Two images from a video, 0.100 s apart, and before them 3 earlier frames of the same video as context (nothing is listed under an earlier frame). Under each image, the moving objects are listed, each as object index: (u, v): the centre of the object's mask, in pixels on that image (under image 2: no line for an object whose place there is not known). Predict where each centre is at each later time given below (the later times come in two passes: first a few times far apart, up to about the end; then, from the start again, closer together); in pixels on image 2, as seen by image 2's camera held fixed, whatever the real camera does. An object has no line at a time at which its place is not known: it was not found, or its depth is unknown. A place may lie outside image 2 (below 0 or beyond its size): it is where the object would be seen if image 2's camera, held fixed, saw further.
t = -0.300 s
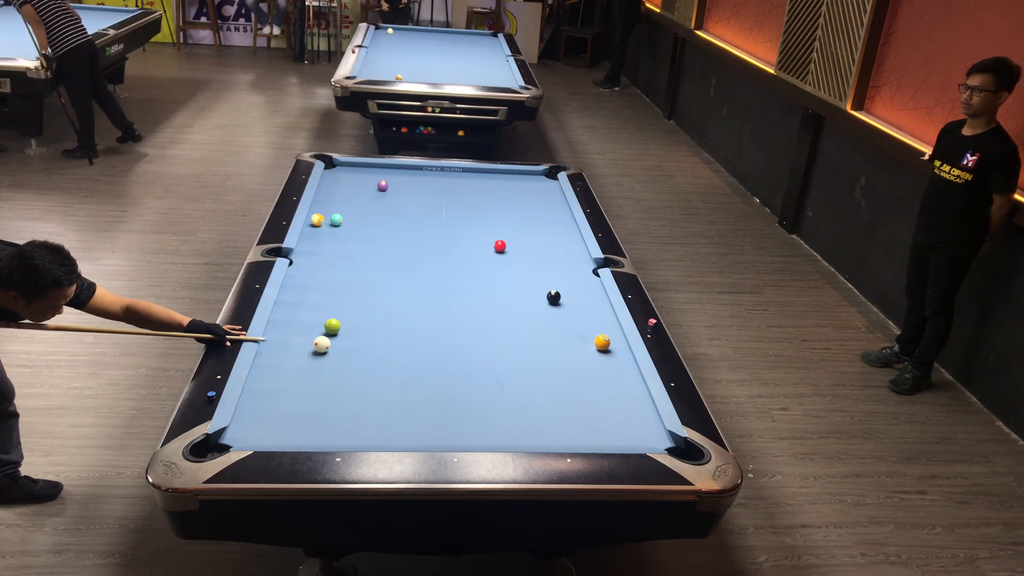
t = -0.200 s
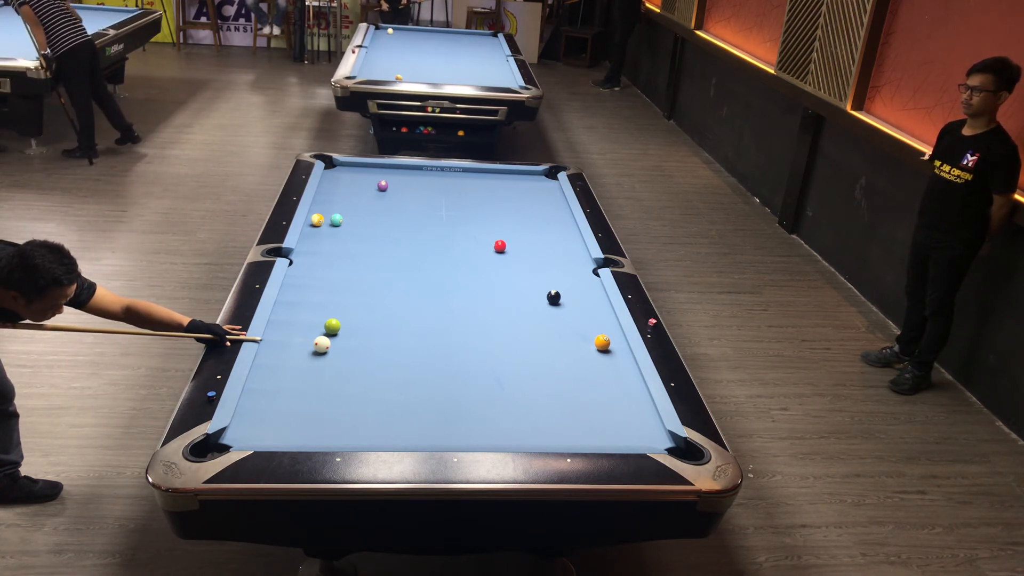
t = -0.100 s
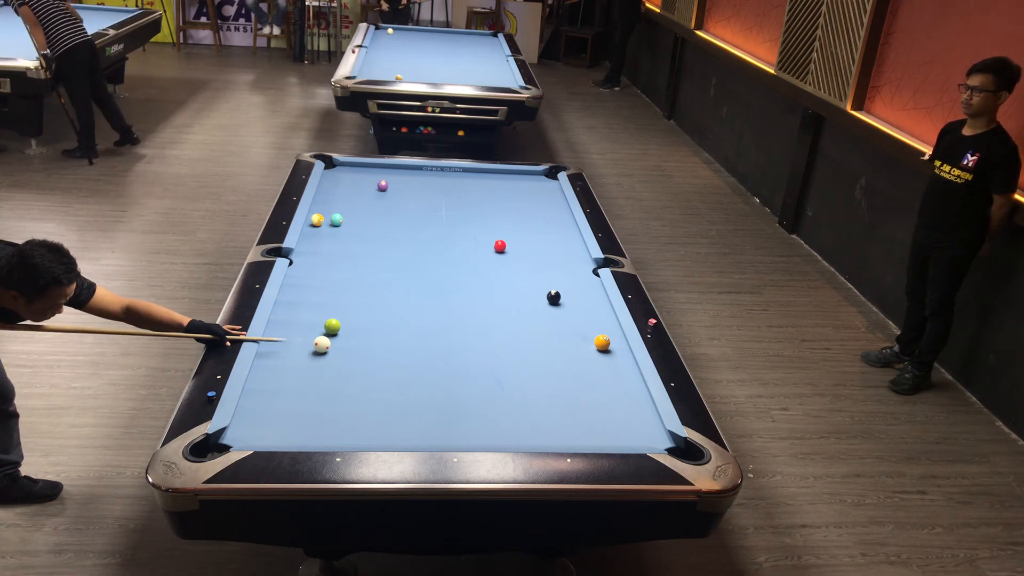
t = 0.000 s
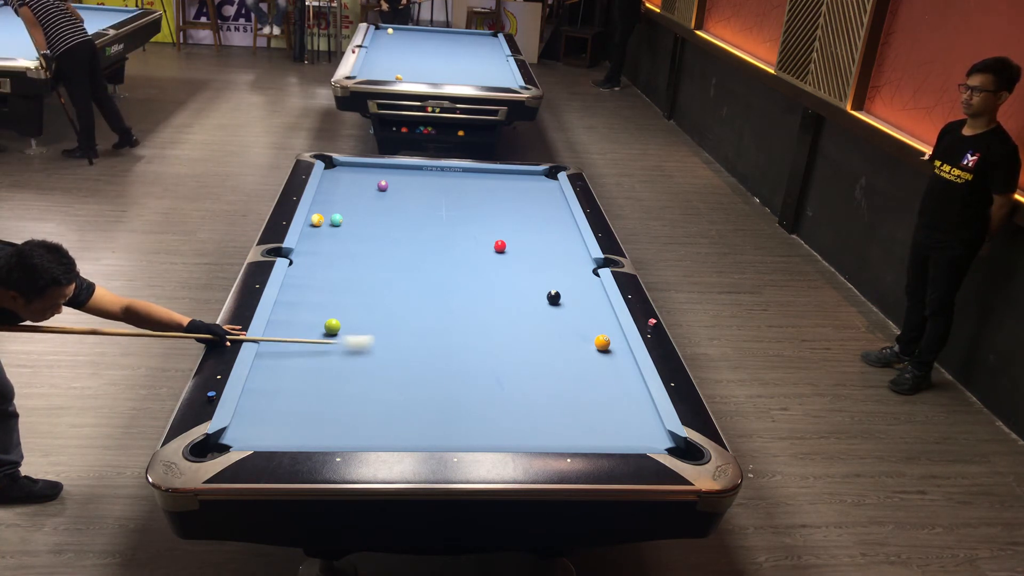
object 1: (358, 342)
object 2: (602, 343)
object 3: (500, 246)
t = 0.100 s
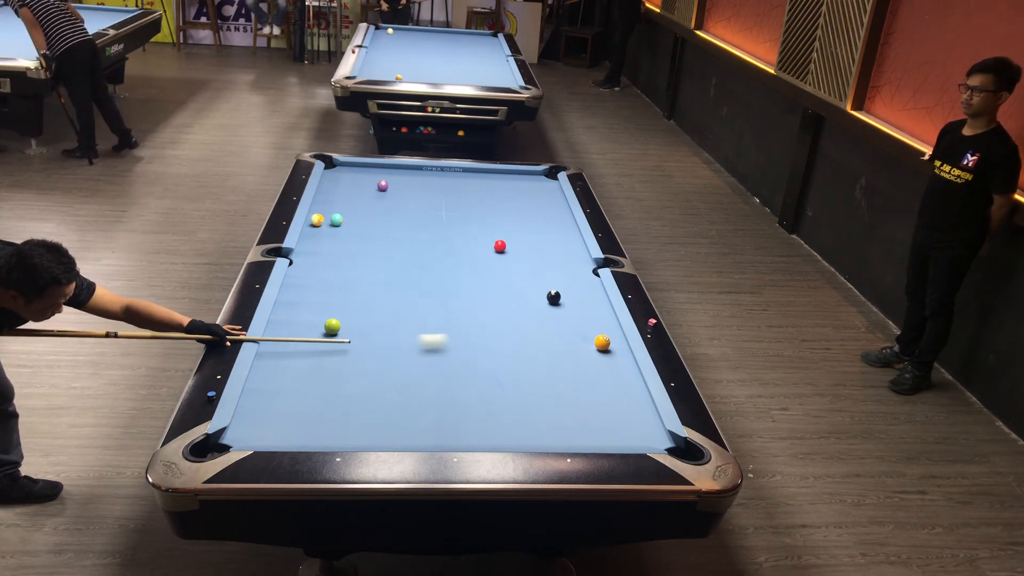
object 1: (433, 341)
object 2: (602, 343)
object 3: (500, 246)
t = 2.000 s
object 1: (430, 236)
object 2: (298, 411)
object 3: (510, 232)
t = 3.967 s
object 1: (320, 200)
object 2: (359, 435)
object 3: (532, 205)
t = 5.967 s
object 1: (333, 194)
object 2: (389, 437)
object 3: (535, 200)
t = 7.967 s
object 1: (333, 195)
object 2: (389, 437)
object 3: (535, 200)
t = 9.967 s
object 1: (333, 195)
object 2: (389, 437)
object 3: (535, 200)
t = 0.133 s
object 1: (456, 341)
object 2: (602, 343)
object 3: (500, 246)
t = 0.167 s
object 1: (478, 340)
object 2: (602, 343)
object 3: (500, 246)
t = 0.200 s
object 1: (499, 340)
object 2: (602, 343)
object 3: (500, 246)
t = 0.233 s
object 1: (519, 339)
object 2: (602, 343)
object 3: (500, 246)
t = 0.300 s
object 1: (560, 338)
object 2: (602, 343)
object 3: (500, 246)
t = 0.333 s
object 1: (579, 338)
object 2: (602, 343)
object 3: (500, 246)
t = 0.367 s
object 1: (590, 336)
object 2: (610, 344)
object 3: (500, 246)
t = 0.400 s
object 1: (594, 331)
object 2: (621, 349)
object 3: (500, 246)
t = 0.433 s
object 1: (598, 327)
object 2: (614, 350)
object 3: (500, 246)
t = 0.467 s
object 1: (604, 323)
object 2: (607, 351)
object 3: (500, 246)
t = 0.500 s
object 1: (610, 320)
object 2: (600, 352)
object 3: (500, 246)
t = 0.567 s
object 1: (599, 313)
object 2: (588, 355)
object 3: (500, 246)
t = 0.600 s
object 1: (594, 310)
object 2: (581, 356)
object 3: (500, 246)
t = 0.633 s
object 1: (589, 307)
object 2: (575, 357)
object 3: (500, 246)
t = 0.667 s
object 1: (584, 305)
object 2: (568, 358)
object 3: (500, 246)
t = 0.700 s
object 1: (580, 302)
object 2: (562, 359)
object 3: (500, 246)
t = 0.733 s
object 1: (575, 299)
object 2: (556, 361)
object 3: (500, 246)
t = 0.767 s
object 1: (571, 296)
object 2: (550, 362)
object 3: (500, 246)
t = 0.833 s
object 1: (563, 290)
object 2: (537, 364)
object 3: (500, 246)
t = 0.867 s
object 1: (559, 287)
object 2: (530, 365)
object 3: (500, 246)
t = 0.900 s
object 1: (554, 284)
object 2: (524, 367)
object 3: (500, 246)
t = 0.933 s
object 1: (550, 283)
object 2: (517, 368)
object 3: (500, 246)
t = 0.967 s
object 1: (546, 281)
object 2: (511, 369)
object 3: (500, 246)
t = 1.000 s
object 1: (542, 278)
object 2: (504, 370)
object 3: (500, 246)
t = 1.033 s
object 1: (538, 276)
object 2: (498, 371)
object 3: (500, 246)
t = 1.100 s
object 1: (530, 271)
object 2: (485, 374)
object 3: (500, 246)
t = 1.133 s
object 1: (526, 269)
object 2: (479, 375)
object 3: (500, 246)
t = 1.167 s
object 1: (522, 267)
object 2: (472, 377)
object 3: (500, 246)
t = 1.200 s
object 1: (519, 264)
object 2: (465, 378)
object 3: (500, 246)
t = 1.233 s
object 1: (515, 262)
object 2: (459, 379)
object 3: (500, 246)
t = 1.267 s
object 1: (512, 260)
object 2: (452, 380)
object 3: (500, 246)
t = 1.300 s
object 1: (508, 258)
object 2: (445, 382)
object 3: (500, 246)
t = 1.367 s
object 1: (501, 254)
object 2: (431, 384)
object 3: (500, 244)
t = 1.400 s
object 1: (498, 252)
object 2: (425, 386)
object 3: (501, 243)
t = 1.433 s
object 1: (494, 251)
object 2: (418, 387)
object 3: (502, 244)
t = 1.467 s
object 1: (490, 250)
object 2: (411, 388)
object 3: (502, 244)
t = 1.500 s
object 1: (486, 249)
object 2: (404, 390)
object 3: (502, 243)
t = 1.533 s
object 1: (482, 248)
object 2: (397, 391)
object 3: (502, 243)
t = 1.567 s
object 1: (478, 247)
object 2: (390, 393)
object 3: (503, 242)
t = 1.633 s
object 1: (470, 245)
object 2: (376, 395)
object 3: (504, 240)
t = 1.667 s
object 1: (467, 245)
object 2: (369, 397)
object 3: (504, 239)
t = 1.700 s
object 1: (463, 244)
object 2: (362, 398)
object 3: (505, 238)
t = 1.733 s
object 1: (459, 243)
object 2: (355, 399)
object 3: (506, 238)
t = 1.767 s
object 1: (456, 242)
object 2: (348, 401)
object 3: (506, 237)
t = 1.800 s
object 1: (452, 241)
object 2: (341, 402)
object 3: (507, 236)
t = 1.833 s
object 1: (448, 240)
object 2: (334, 403)
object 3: (507, 235)
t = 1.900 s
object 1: (441, 239)
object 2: (319, 406)
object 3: (509, 234)
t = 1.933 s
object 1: (437, 238)
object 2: (312, 408)
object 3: (509, 233)
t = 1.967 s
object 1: (434, 237)
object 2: (305, 409)
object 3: (510, 232)
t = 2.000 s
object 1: (430, 236)
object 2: (298, 411)
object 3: (510, 232)
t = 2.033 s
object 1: (427, 236)
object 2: (290, 412)
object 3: (511, 231)
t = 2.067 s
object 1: (423, 235)
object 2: (283, 413)
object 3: (511, 230)
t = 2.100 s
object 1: (420, 234)
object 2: (276, 414)
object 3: (512, 230)
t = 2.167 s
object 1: (413, 233)
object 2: (261, 417)
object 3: (513, 228)
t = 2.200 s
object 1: (410, 232)
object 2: (254, 419)
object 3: (513, 228)
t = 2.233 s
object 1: (406, 231)
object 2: (246, 420)
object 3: (514, 227)
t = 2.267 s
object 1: (403, 231)
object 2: (241, 422)
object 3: (514, 227)
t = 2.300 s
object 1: (400, 230)
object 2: (245, 422)
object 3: (515, 226)
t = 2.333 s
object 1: (397, 229)
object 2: (248, 423)
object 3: (515, 225)
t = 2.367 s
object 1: (393, 228)
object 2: (251, 423)
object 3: (516, 225)
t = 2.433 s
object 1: (387, 227)
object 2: (257, 423)
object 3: (517, 223)
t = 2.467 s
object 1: (384, 226)
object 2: (260, 424)
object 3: (517, 223)
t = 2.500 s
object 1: (380, 225)
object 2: (263, 424)
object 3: (517, 222)
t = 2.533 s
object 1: (377, 225)
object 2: (266, 424)
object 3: (518, 222)
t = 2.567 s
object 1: (374, 224)
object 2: (269, 425)
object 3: (518, 221)
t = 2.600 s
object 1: (371, 223)
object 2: (271, 425)
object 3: (519, 221)
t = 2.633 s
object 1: (368, 223)
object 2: (274, 426)
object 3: (519, 220)
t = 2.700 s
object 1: (362, 222)
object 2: (280, 426)
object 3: (520, 219)
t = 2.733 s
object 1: (359, 221)
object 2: (282, 426)
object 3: (520, 219)
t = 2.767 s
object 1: (356, 220)
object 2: (285, 427)
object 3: (521, 218)
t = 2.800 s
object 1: (353, 220)
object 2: (288, 427)
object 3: (521, 218)
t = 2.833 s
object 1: (350, 219)
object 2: (290, 427)
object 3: (522, 217)
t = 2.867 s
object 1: (348, 218)
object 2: (293, 428)
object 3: (522, 217)
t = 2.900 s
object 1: (347, 218)
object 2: (295, 428)
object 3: (522, 216)
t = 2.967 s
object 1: (344, 216)
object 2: (300, 428)
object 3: (523, 215)
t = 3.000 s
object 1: (343, 216)
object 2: (303, 429)
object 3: (523, 215)
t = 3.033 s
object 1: (342, 215)
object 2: (305, 429)
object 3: (523, 215)
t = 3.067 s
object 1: (341, 214)
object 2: (307, 429)
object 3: (524, 214)
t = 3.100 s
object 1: (340, 213)
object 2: (310, 430)
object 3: (524, 214)
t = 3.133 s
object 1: (339, 213)
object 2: (312, 430)
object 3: (525, 213)
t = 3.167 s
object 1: (338, 212)
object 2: (314, 430)
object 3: (525, 213)
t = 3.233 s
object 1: (335, 211)
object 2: (319, 431)
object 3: (526, 212)
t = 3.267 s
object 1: (334, 210)
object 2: (321, 431)
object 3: (526, 212)
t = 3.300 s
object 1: (333, 209)
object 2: (323, 431)
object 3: (526, 211)
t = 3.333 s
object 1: (332, 209)
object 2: (325, 431)
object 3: (526, 211)
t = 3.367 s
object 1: (331, 208)
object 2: (327, 431)
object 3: (527, 211)
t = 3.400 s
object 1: (330, 208)
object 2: (329, 432)
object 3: (527, 211)
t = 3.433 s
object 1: (329, 207)
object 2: (331, 432)
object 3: (527, 210)
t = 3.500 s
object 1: (327, 206)
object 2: (335, 433)
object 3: (528, 209)
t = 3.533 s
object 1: (326, 206)
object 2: (337, 433)
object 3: (528, 209)
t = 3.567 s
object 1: (325, 205)
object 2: (339, 433)
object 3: (528, 209)
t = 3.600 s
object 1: (324, 204)
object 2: (341, 433)
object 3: (529, 208)
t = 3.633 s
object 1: (323, 204)
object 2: (343, 433)
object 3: (529, 208)
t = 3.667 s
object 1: (322, 203)
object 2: (344, 433)
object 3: (529, 208)
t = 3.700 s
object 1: (321, 203)
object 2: (346, 434)
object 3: (530, 207)
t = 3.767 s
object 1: (320, 202)
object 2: (350, 434)
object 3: (530, 207)
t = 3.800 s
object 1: (319, 201)
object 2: (351, 434)
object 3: (530, 207)
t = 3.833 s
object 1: (318, 201)
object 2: (353, 434)
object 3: (531, 206)
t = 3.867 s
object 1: (318, 201)
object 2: (354, 434)
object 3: (531, 206)
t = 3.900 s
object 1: (319, 200)
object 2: (356, 435)
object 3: (531, 206)
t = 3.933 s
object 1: (320, 200)
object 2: (358, 435)
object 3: (531, 206)
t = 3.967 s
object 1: (320, 200)
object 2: (359, 435)
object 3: (532, 205)
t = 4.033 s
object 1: (321, 199)
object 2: (362, 435)
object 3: (532, 205)
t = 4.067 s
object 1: (322, 199)
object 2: (363, 435)
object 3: (532, 205)
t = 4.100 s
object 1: (322, 199)
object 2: (365, 435)
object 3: (532, 204)
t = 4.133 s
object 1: (322, 199)
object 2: (366, 435)
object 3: (532, 204)
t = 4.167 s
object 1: (323, 198)
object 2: (368, 435)
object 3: (533, 204)
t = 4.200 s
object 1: (324, 198)
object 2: (369, 435)
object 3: (533, 204)
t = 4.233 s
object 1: (324, 198)
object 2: (370, 436)
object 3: (533, 203)
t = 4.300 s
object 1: (325, 198)
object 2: (373, 436)
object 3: (533, 203)
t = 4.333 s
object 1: (325, 198)
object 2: (374, 436)
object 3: (533, 203)
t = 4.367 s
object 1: (326, 197)
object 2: (375, 436)
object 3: (534, 203)
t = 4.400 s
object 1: (326, 197)
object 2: (376, 436)
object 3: (534, 202)
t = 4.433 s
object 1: (326, 197)
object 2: (377, 436)
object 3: (534, 202)
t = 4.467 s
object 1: (327, 197)
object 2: (378, 436)
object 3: (534, 202)
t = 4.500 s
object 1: (327, 197)
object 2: (379, 437)
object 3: (534, 202)
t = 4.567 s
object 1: (328, 196)
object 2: (381, 437)
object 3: (534, 202)
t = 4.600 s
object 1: (328, 196)
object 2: (382, 437)
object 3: (535, 202)
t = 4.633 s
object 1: (329, 196)
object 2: (383, 437)
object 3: (535, 202)
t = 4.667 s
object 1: (329, 196)
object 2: (384, 437)
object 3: (535, 202)
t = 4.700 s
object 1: (329, 196)
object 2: (385, 437)
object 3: (535, 201)
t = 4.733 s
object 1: (329, 196)
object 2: (385, 437)
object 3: (535, 201)
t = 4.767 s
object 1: (330, 195)
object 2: (386, 437)
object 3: (535, 201)
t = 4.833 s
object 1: (330, 195)
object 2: (387, 437)
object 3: (535, 201)
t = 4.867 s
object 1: (330, 195)
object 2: (388, 437)
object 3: (535, 201)
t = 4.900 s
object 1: (331, 195)
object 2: (388, 437)
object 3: (535, 201)
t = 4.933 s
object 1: (331, 195)
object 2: (388, 437)
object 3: (535, 201)
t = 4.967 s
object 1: (331, 195)
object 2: (389, 437)
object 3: (535, 201)
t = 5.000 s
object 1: (331, 195)
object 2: (389, 437)
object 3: (535, 200)
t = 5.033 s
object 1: (331, 195)
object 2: (389, 437)
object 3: (535, 200)
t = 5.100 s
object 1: (332, 195)
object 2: (389, 437)
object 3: (535, 200)
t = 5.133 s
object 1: (332, 195)
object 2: (390, 437)
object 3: (535, 200)
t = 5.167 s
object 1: (332, 195)
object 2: (390, 437)
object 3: (535, 200)
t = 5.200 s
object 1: (332, 195)
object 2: (390, 437)
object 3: (535, 200)
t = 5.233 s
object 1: (332, 195)
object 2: (390, 437)
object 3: (535, 200)
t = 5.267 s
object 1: (332, 195)
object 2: (390, 437)
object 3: (535, 200)
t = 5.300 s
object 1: (332, 195)
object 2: (390, 437)
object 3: (535, 200)
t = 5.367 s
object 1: (333, 194)
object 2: (389, 437)
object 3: (535, 200)
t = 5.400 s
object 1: (333, 194)
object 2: (389, 437)
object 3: (535, 200)
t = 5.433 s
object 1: (333, 194)
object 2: (389, 437)
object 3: (535, 200)
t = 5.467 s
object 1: (333, 194)
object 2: (389, 437)
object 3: (535, 200)
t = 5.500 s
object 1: (333, 194)
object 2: (389, 437)
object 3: (535, 200)
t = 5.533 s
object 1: (333, 194)
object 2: (390, 437)
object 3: (535, 200)
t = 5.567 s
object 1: (333, 194)
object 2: (390, 437)
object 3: (535, 200)
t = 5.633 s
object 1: (333, 195)
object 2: (389, 437)
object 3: (535, 200)
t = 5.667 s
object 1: (333, 195)
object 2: (389, 437)
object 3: (535, 200)
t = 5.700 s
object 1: (333, 195)
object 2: (389, 437)
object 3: (535, 200)
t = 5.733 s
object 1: (333, 194)
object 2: (389, 437)
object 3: (535, 200)
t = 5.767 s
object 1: (333, 195)
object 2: (390, 437)
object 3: (535, 200)
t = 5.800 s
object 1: (333, 194)
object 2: (389, 437)
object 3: (535, 200)
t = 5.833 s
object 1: (333, 194)
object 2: (389, 437)
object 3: (535, 200)
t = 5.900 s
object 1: (333, 194)
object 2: (390, 437)
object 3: (535, 200)
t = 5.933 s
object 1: (333, 194)
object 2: (390, 437)
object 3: (535, 200)
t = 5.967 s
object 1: (333, 194)
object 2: (389, 437)
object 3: (535, 200)
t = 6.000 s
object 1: (333, 195)
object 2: (390, 437)
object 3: (535, 200)
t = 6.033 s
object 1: (333, 194)
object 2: (389, 437)
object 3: (535, 200)
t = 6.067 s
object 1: (333, 194)
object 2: (389, 437)
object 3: (535, 200)
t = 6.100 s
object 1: (333, 194)
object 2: (389, 437)
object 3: (535, 200)
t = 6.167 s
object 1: (333, 194)
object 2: (389, 437)
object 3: (535, 200)
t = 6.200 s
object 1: (333, 194)
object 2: (390, 437)
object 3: (535, 200)
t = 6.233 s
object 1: (333, 194)
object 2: (389, 437)
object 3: (535, 200)
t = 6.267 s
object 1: (333, 194)
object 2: (389, 437)
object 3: (535, 200)
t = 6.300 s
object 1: (333, 194)
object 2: (391, 437)
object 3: (535, 200)
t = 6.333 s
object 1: (333, 194)
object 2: (389, 436)
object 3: (535, 200)
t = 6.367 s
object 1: (333, 194)
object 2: (388, 437)
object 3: (535, 200)
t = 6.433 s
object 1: (333, 194)
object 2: (389, 437)
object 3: (535, 200)
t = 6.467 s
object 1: (333, 195)
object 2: (389, 437)
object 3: (535, 200)
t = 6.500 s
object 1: (333, 194)
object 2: (390, 437)
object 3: (535, 200)
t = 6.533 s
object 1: (333, 194)
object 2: (390, 437)
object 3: (535, 200)
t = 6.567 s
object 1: (333, 194)
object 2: (389, 437)
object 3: (535, 200)
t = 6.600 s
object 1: (333, 195)
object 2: (389, 437)
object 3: (535, 200)
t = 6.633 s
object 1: (333, 195)
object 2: (389, 437)
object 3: (535, 200)
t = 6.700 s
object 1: (333, 195)
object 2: (390, 437)
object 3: (535, 200)
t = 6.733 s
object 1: (333, 195)
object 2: (390, 437)
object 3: (535, 200)
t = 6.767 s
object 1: (333, 195)
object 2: (389, 437)
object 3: (535, 200)
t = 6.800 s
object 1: (333, 195)
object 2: (389, 437)
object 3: (535, 200)
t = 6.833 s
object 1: (333, 194)
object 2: (389, 437)
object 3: (535, 200)
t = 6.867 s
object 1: (333, 195)
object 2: (389, 437)
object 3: (535, 200)
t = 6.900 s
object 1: (333, 195)
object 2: (390, 437)
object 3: (535, 200)
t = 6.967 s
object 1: (333, 194)
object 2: (389, 437)
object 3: (535, 200)
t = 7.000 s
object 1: (333, 195)
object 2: (390, 437)
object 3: (535, 200)
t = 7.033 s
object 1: (333, 194)
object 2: (390, 437)
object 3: (535, 200)
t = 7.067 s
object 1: (333, 194)
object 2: (390, 437)
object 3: (535, 200)
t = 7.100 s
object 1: (333, 194)
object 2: (390, 437)
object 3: (535, 200)
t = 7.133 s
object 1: (333, 194)
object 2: (390, 437)
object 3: (535, 200)
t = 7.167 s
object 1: (333, 194)
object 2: (390, 437)
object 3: (535, 200)
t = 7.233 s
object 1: (333, 195)
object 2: (389, 437)
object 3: (535, 200)
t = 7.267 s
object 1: (333, 195)
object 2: (389, 437)
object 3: (535, 200)
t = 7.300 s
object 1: (333, 195)
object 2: (390, 437)
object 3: (535, 200)
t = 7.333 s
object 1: (333, 195)
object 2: (390, 437)
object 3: (535, 200)
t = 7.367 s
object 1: (333, 195)
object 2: (391, 436)
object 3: (535, 200)
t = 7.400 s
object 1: (333, 195)
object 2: (391, 435)
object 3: (535, 200)
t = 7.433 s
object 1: (333, 195)
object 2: (394, 434)
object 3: (535, 200)
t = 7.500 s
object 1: (333, 195)
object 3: (535, 200)
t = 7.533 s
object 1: (333, 194)
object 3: (535, 200)
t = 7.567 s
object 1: (333, 194)
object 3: (535, 200)
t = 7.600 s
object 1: (333, 195)
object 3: (535, 200)
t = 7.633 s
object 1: (333, 195)
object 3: (535, 200)
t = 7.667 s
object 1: (333, 195)
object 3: (535, 200)
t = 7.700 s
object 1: (333, 195)
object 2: (383, 436)
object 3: (535, 200)
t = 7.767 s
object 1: (333, 195)
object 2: (389, 437)
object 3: (535, 200)
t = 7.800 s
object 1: (333, 195)
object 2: (389, 437)
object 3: (535, 200)
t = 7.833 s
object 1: (333, 194)
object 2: (390, 437)
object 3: (535, 200)
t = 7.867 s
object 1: (333, 194)
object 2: (389, 437)
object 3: (535, 200)
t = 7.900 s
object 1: (333, 195)
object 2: (389, 437)
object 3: (535, 200)
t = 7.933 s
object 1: (333, 194)
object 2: (389, 437)
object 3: (535, 200)
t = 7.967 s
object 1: (333, 195)
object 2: (389, 437)
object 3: (535, 200)
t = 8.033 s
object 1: (333, 195)
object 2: (390, 437)
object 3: (535, 200)
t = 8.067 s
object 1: (333, 195)
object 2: (389, 437)
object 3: (535, 200)
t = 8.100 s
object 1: (333, 195)
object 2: (389, 437)
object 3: (535, 200)
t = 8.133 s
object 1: (333, 195)
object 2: (389, 437)
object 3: (535, 200)
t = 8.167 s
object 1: (333, 195)
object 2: (389, 437)
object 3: (535, 200)
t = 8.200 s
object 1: (333, 194)
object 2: (389, 437)
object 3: (535, 200)
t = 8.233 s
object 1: (333, 194)
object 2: (390, 437)
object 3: (535, 200)
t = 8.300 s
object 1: (333, 194)
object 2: (389, 437)
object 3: (535, 200)
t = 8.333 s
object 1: (333, 195)
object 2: (390, 437)
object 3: (535, 200)
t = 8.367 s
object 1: (333, 195)
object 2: (389, 437)
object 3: (535, 200)
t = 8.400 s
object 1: (333, 195)
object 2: (389, 437)
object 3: (535, 200)
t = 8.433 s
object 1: (333, 195)
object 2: (390, 437)
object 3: (535, 200)
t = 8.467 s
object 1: (333, 195)
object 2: (389, 437)
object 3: (535, 200)
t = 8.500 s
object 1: (333, 194)
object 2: (390, 437)
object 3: (535, 200)
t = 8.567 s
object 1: (333, 194)
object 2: (389, 437)
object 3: (535, 200)
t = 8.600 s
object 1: (333, 194)
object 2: (390, 437)
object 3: (535, 200)
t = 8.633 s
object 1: (333, 194)
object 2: (389, 437)
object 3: (535, 200)
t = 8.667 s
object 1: (333, 195)
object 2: (390, 437)
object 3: (535, 200)
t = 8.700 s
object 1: (333, 195)
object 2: (390, 437)
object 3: (535, 200)
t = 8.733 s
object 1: (333, 195)
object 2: (390, 437)
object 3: (535, 200)
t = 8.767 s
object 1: (333, 195)
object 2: (390, 437)
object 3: (535, 200)
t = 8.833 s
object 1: (333, 194)
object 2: (390, 437)
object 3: (535, 200)
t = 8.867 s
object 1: (333, 194)
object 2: (390, 437)
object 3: (535, 200)
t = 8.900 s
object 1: (333, 195)
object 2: (389, 437)
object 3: (535, 200)
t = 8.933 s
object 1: (333, 194)
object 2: (389, 437)
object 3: (535, 200)
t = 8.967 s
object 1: (333, 194)
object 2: (389, 437)
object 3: (535, 200)
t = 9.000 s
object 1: (333, 194)
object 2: (389, 437)
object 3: (535, 200)
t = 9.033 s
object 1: (333, 194)
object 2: (390, 437)
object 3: (535, 200)
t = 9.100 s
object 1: (333, 195)
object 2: (389, 437)
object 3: (535, 200)
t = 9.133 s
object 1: (333, 195)
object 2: (390, 437)
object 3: (535, 200)
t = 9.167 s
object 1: (333, 195)
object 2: (390, 437)
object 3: (535, 200)
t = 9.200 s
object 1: (333, 194)
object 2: (390, 437)
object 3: (535, 200)
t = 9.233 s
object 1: (333, 195)
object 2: (390, 437)
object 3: (535, 200)
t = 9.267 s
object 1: (333, 194)
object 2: (389, 437)
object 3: (535, 200)
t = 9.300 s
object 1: (333, 195)
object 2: (389, 437)
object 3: (535, 200)
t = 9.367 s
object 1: (333, 195)
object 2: (390, 437)
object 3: (535, 200)
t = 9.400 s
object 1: (333, 194)
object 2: (389, 437)
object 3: (535, 200)
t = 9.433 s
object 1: (333, 195)
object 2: (390, 437)
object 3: (535, 200)
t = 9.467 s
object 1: (333, 195)
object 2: (390, 437)
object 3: (535, 200)
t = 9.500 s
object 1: (333, 195)
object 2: (390, 437)
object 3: (535, 200)
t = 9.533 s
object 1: (333, 195)
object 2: (390, 437)
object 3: (535, 200)
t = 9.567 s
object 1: (333, 194)
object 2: (389, 437)
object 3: (535, 200)
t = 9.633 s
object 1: (333, 195)
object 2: (389, 437)
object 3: (535, 200)
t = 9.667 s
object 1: (333, 195)
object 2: (390, 437)
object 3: (535, 200)
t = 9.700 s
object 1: (333, 194)
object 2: (390, 437)
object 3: (535, 200)
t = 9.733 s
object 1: (333, 195)
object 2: (390, 437)
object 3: (535, 200)
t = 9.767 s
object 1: (333, 195)
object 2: (390, 437)
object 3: (535, 200)
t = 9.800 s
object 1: (333, 195)
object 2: (390, 437)
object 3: (535, 200)
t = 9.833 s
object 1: (333, 195)
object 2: (390, 437)
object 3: (535, 200)
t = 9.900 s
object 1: (333, 195)
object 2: (390, 437)
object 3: (535, 200)
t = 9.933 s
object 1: (333, 194)
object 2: (390, 437)
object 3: (535, 200)
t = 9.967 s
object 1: (333, 195)
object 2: (389, 437)
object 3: (535, 200)
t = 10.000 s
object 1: (333, 195)
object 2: (389, 437)
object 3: (535, 200)
